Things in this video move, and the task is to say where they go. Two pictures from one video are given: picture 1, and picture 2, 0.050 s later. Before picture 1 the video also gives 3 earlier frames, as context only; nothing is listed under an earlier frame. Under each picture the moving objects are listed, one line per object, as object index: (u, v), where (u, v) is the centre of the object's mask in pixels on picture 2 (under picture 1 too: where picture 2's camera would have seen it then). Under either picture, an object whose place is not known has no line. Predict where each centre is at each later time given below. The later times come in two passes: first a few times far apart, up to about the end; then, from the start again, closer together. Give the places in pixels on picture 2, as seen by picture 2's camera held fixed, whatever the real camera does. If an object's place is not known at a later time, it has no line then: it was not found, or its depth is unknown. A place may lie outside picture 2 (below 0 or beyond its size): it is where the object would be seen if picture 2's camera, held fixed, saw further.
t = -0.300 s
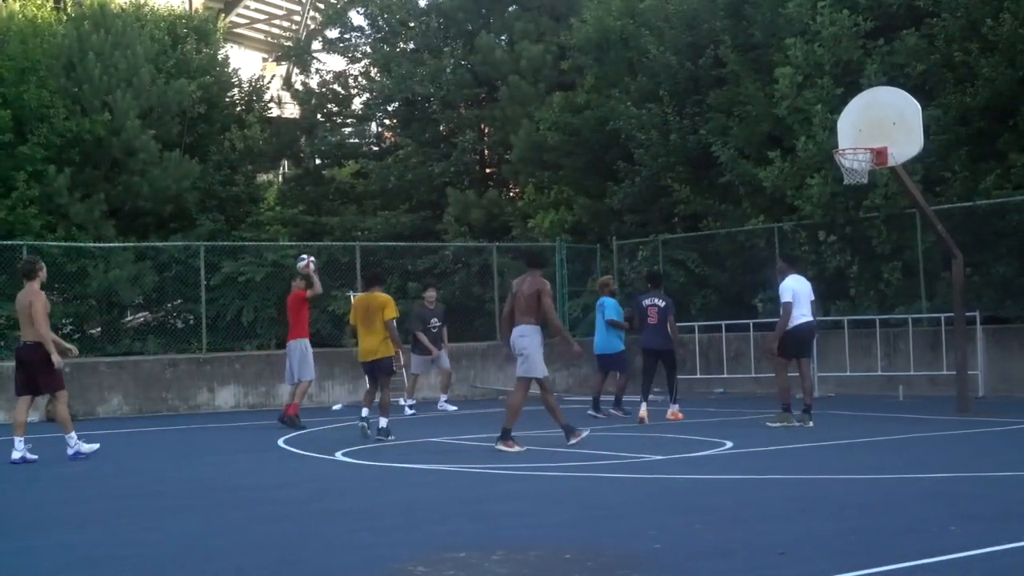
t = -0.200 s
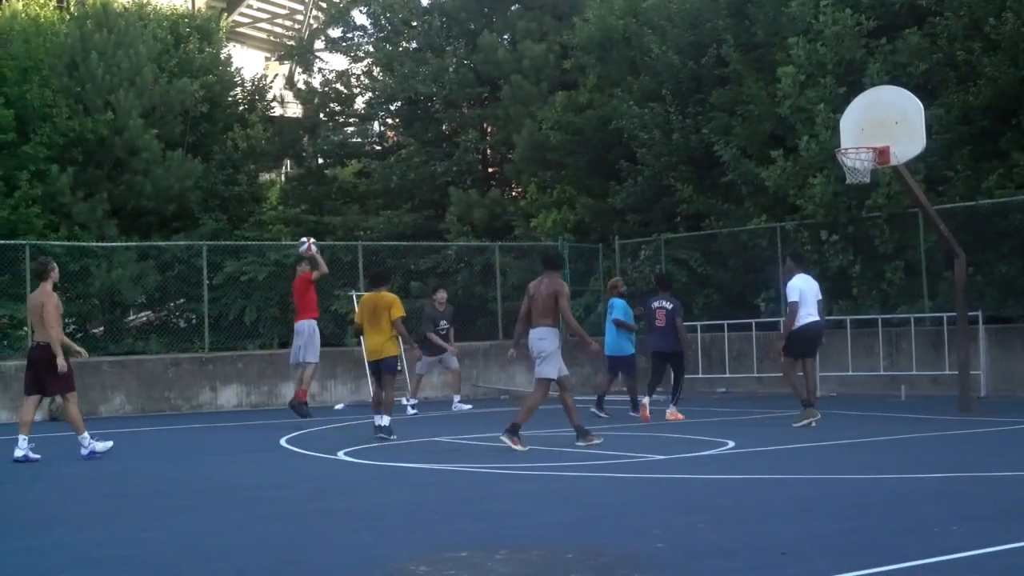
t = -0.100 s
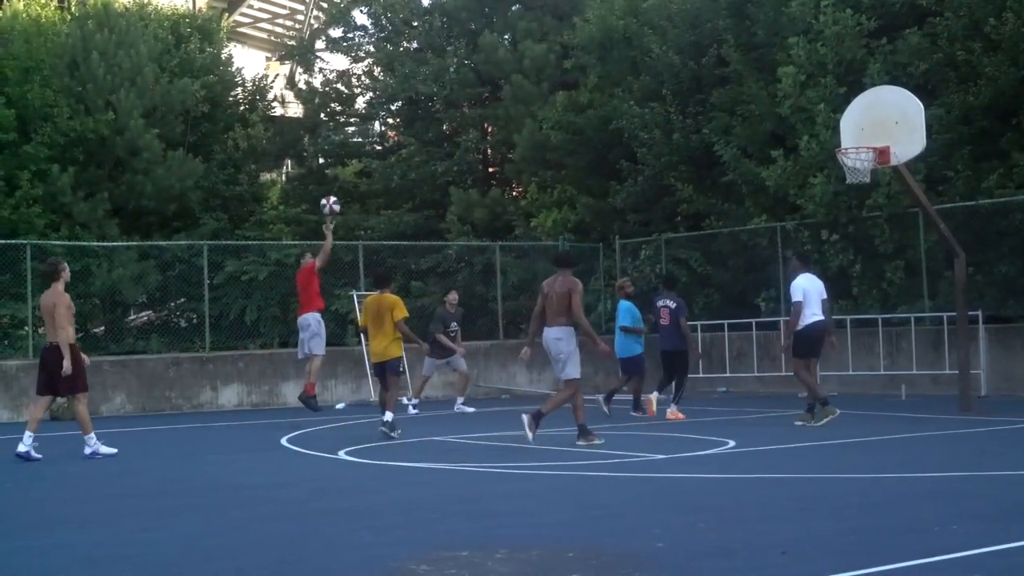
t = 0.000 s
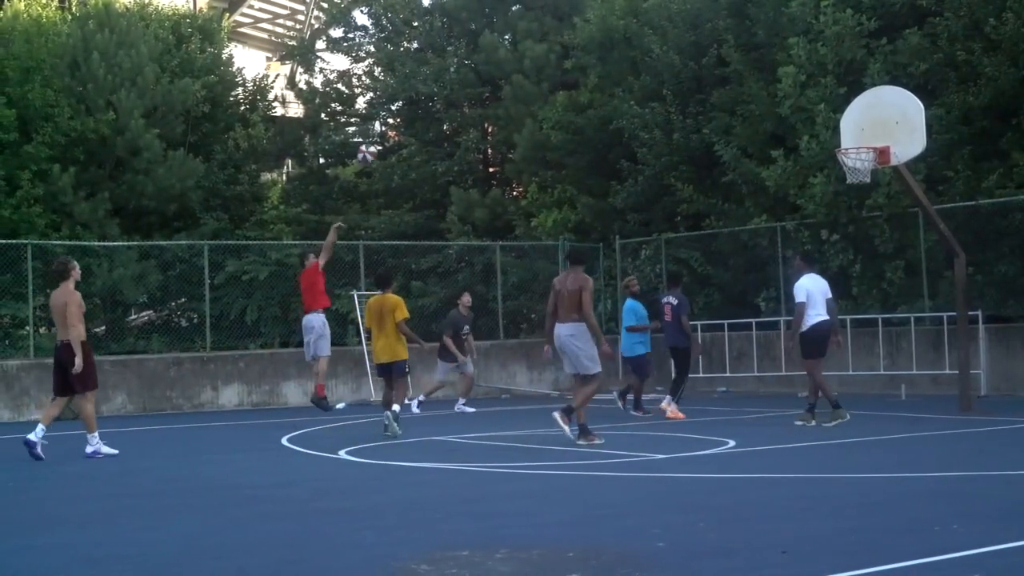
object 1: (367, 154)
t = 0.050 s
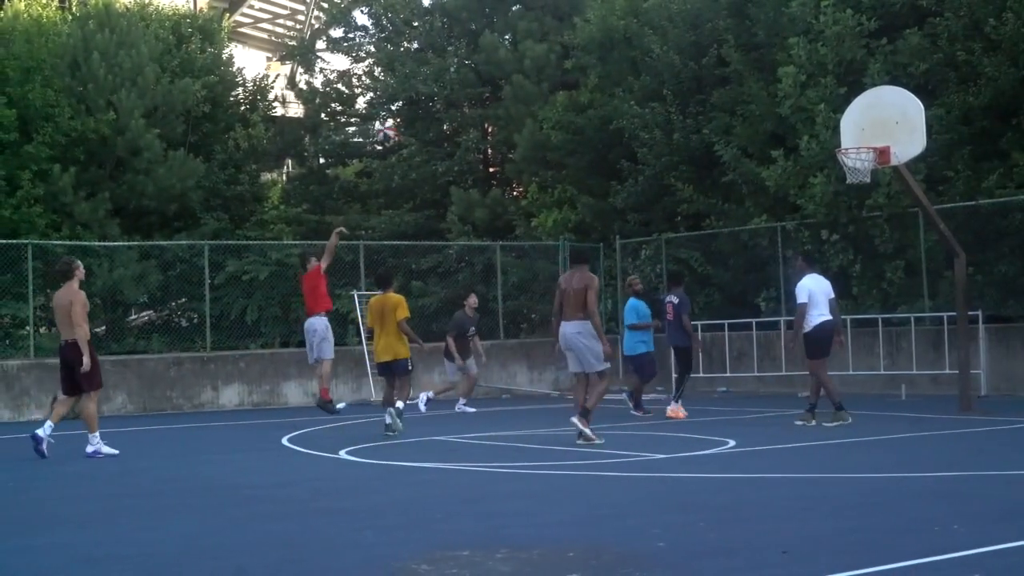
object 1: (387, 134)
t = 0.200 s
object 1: (443, 73)
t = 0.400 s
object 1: (519, 20)
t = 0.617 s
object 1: (604, 5)
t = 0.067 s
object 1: (392, 125)
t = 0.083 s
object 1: (399, 117)
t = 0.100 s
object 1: (404, 108)
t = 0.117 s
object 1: (411, 103)
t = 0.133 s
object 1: (417, 97)
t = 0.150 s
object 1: (423, 91)
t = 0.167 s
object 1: (429, 85)
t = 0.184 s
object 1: (436, 79)
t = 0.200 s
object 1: (443, 73)
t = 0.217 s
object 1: (449, 67)
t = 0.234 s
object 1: (455, 62)
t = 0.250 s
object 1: (461, 57)
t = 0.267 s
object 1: (467, 52)
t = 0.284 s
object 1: (474, 47)
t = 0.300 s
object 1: (480, 43)
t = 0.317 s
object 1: (487, 39)
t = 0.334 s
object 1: (493, 35)
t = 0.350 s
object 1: (501, 31)
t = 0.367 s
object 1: (507, 28)
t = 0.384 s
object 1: (512, 25)
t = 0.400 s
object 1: (519, 20)
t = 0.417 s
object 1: (525, 17)
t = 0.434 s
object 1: (532, 15)
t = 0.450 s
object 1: (539, 12)
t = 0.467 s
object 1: (546, 10)
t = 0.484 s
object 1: (552, 9)
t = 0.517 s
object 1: (566, 7)
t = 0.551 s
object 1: (579, 6)
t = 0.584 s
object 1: (590, 5)
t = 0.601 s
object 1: (597, 5)
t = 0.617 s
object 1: (604, 5)
